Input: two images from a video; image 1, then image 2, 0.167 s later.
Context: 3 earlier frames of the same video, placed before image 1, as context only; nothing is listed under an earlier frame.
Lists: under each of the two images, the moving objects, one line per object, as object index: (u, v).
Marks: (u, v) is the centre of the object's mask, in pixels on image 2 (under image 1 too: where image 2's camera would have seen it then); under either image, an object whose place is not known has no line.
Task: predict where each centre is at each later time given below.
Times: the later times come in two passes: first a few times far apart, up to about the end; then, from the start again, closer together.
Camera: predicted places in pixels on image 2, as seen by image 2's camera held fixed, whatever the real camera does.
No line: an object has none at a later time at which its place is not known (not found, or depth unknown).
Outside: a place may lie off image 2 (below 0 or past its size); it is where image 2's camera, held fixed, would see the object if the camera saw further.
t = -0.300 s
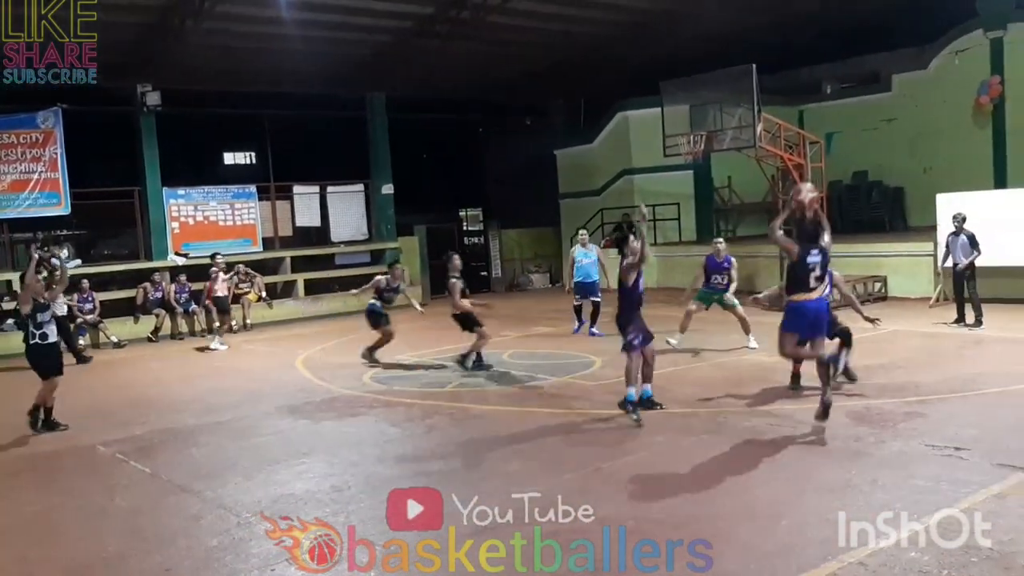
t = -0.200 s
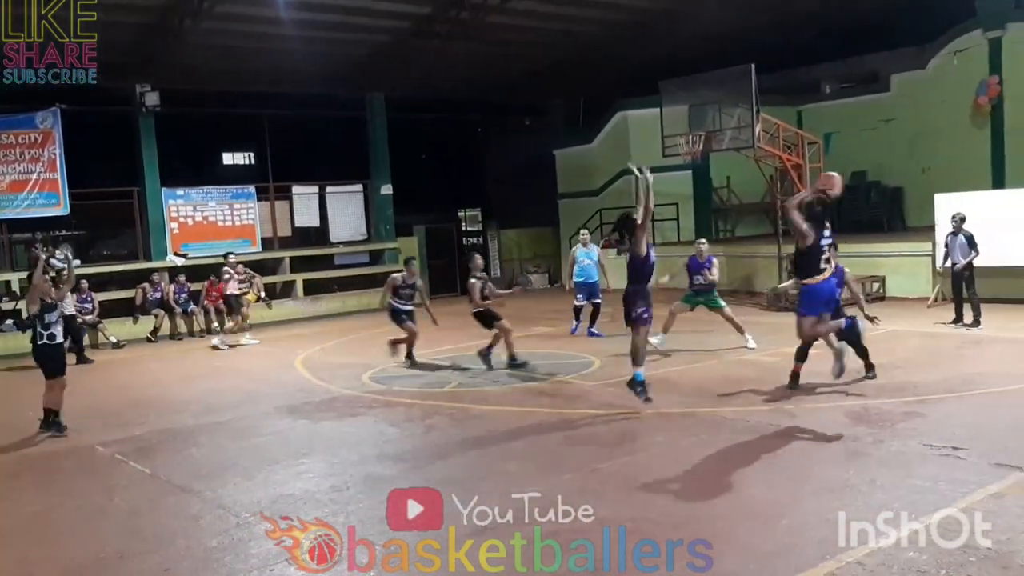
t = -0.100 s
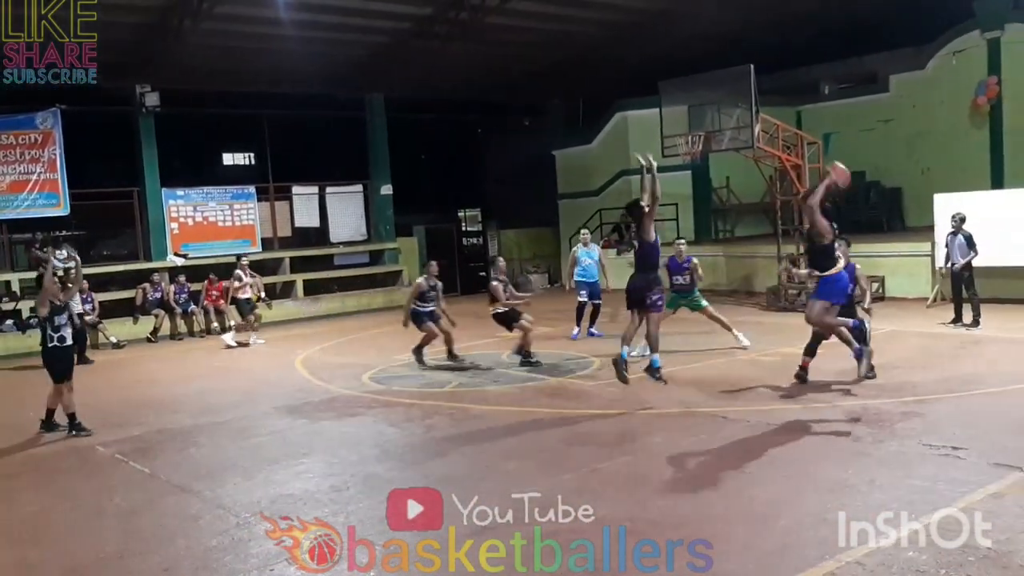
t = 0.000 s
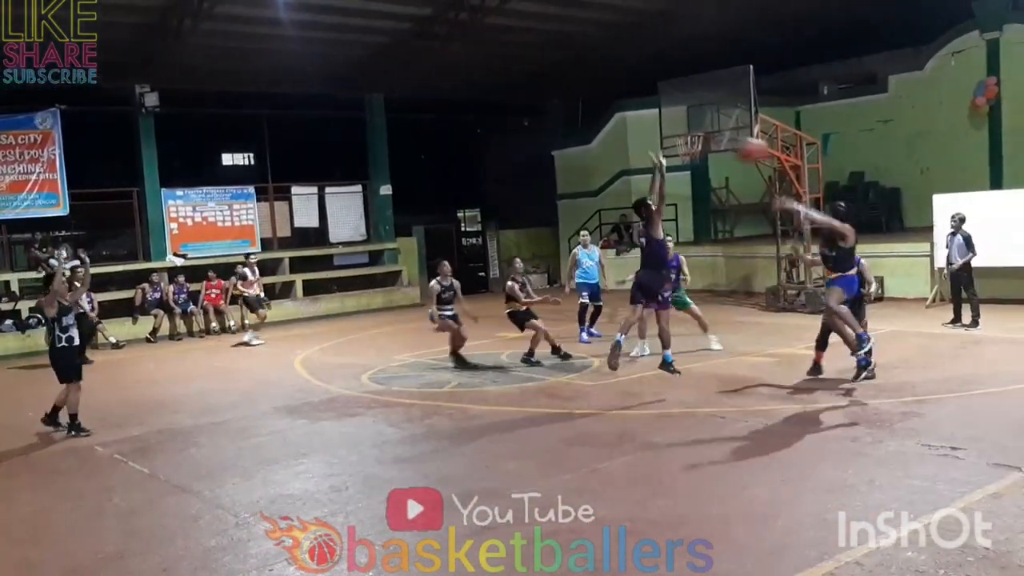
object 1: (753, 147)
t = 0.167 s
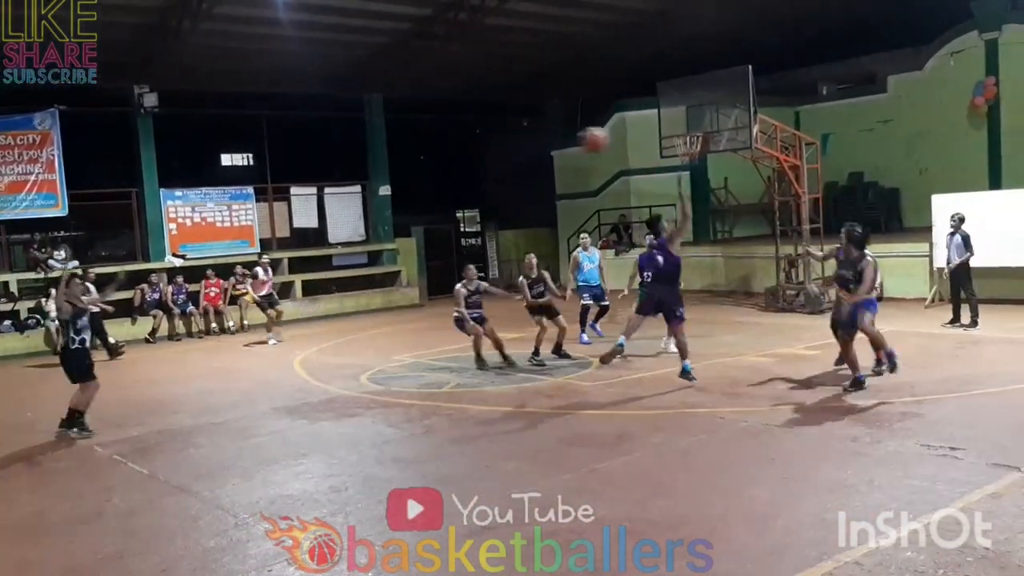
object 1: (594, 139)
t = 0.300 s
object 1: (479, 149)
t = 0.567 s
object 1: (268, 225)
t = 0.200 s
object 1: (564, 139)
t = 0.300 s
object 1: (479, 149)
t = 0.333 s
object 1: (452, 154)
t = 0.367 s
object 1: (424, 162)
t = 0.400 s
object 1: (397, 170)
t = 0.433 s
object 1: (370, 177)
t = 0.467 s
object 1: (345, 187)
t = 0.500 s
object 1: (319, 201)
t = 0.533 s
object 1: (292, 213)
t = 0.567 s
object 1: (268, 225)
